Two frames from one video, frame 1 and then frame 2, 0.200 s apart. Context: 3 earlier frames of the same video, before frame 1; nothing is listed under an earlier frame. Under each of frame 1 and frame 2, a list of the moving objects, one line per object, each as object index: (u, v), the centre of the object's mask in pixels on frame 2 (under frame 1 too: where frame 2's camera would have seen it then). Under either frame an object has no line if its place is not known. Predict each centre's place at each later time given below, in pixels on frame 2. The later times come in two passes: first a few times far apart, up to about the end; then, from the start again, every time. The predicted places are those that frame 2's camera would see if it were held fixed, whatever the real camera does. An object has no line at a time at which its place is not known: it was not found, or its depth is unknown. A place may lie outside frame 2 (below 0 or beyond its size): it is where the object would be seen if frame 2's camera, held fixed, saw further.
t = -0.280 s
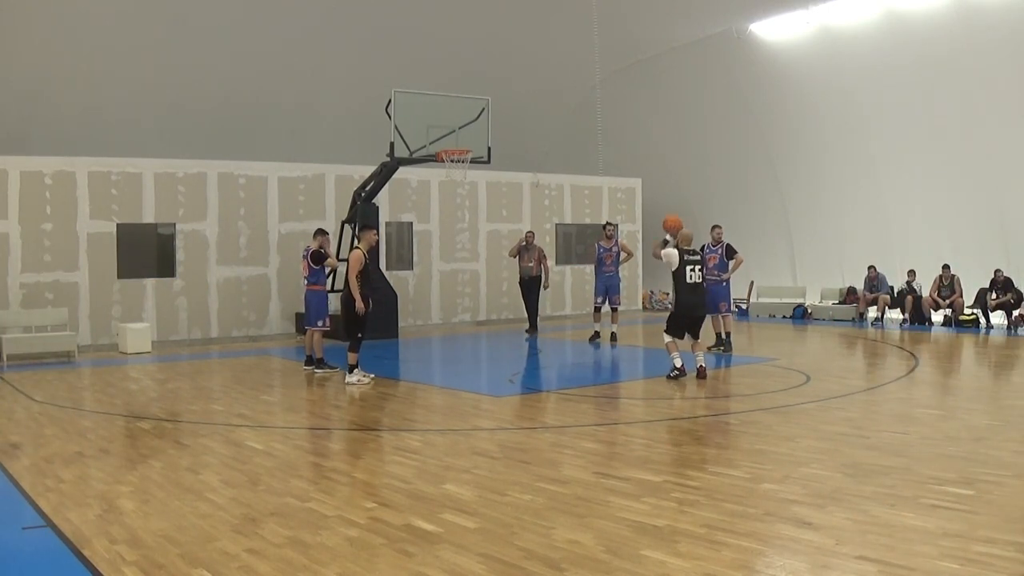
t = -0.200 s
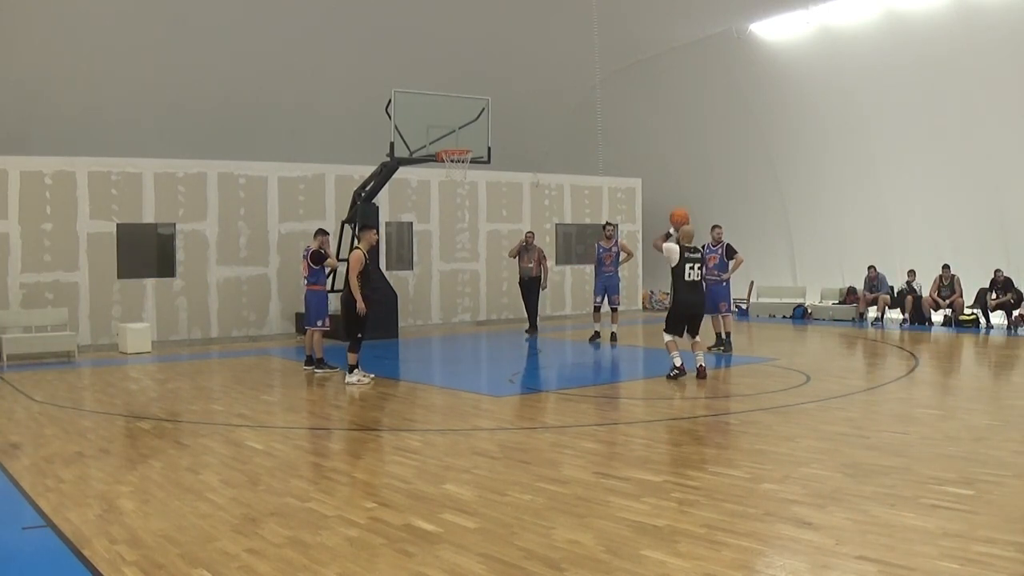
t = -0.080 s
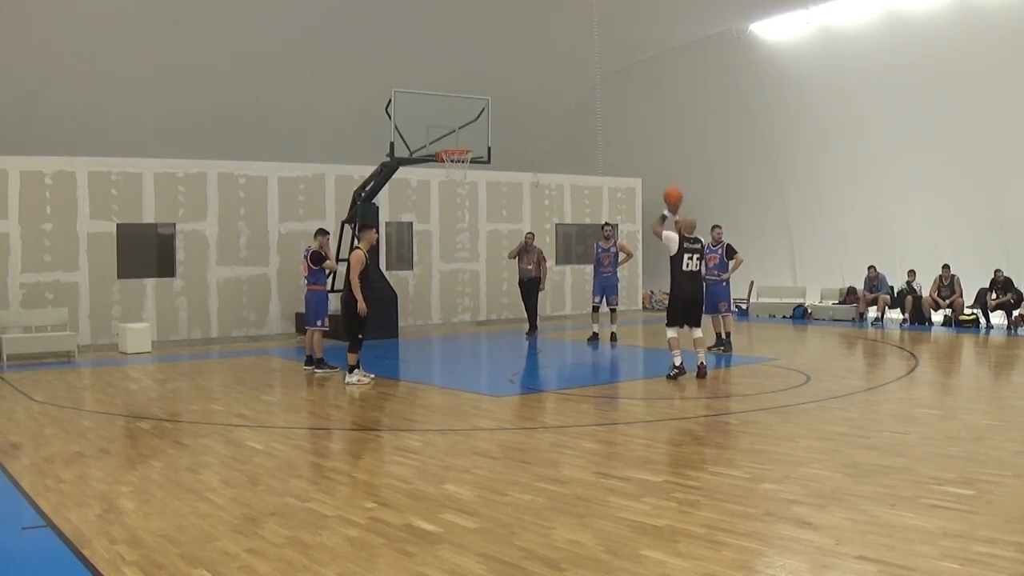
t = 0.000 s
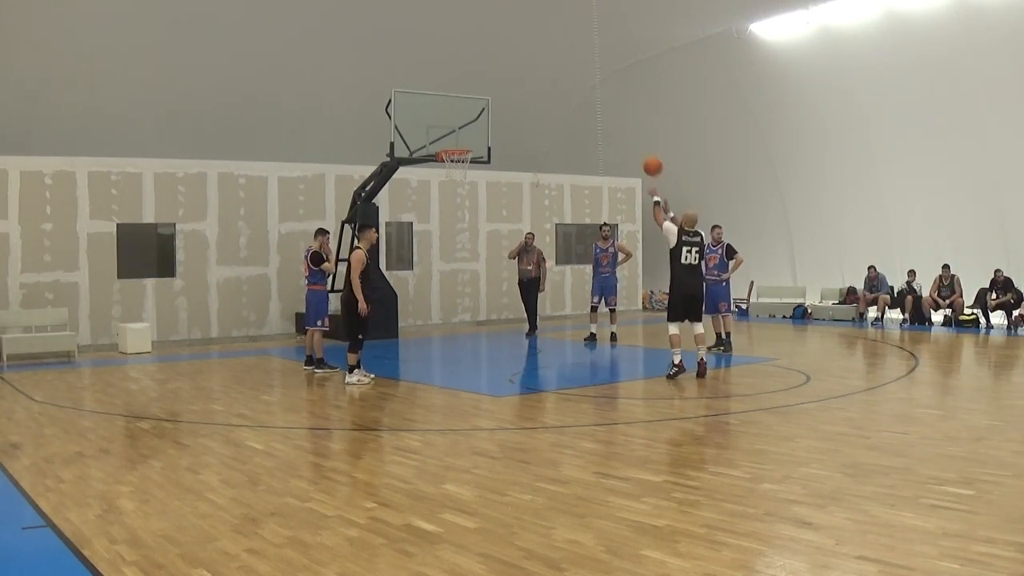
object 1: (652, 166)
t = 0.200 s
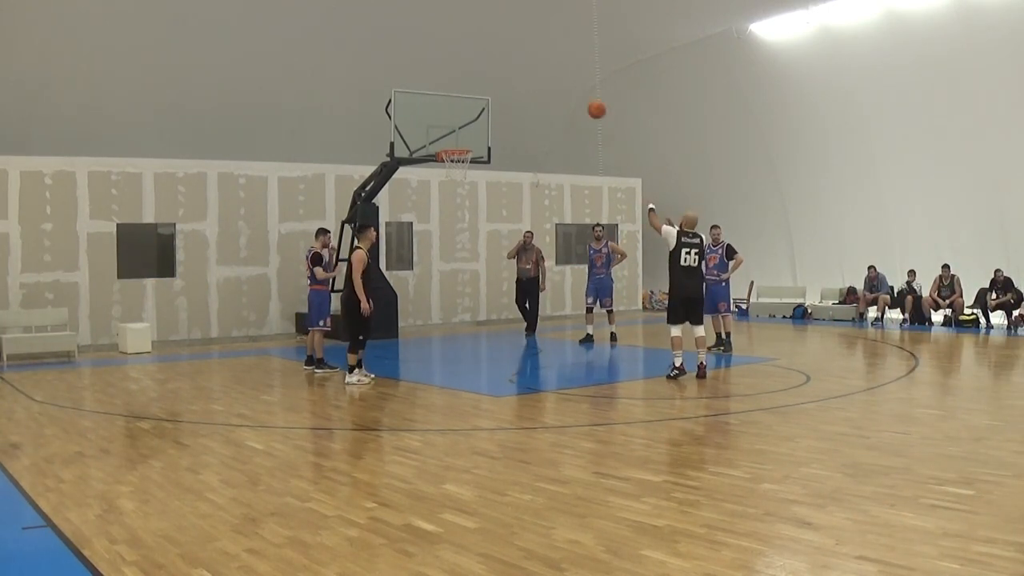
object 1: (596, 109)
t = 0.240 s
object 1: (586, 102)
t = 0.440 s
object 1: (537, 85)
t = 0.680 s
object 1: (486, 101)
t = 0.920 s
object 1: (446, 141)
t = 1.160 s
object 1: (475, 119)
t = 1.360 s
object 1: (497, 129)
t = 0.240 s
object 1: (586, 102)
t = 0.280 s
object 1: (576, 96)
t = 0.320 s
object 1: (566, 91)
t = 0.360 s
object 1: (556, 88)
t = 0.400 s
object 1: (547, 86)
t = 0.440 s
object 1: (537, 85)
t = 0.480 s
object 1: (528, 85)
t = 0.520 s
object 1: (520, 86)
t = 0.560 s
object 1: (511, 88)
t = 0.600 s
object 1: (502, 91)
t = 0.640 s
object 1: (494, 96)
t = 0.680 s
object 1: (486, 101)
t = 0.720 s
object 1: (478, 107)
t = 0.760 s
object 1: (470, 114)
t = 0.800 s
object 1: (462, 122)
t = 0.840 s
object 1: (454, 131)
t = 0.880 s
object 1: (447, 141)
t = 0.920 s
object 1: (446, 141)
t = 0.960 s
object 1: (451, 135)
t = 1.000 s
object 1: (456, 130)
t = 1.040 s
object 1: (461, 126)
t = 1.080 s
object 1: (466, 122)
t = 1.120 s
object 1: (470, 120)
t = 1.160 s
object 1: (475, 119)
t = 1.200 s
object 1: (479, 119)
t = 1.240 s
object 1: (484, 121)
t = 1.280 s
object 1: (488, 122)
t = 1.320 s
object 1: (493, 125)
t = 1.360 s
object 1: (497, 129)
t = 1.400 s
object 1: (502, 133)
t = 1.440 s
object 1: (506, 140)
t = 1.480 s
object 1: (510, 146)
